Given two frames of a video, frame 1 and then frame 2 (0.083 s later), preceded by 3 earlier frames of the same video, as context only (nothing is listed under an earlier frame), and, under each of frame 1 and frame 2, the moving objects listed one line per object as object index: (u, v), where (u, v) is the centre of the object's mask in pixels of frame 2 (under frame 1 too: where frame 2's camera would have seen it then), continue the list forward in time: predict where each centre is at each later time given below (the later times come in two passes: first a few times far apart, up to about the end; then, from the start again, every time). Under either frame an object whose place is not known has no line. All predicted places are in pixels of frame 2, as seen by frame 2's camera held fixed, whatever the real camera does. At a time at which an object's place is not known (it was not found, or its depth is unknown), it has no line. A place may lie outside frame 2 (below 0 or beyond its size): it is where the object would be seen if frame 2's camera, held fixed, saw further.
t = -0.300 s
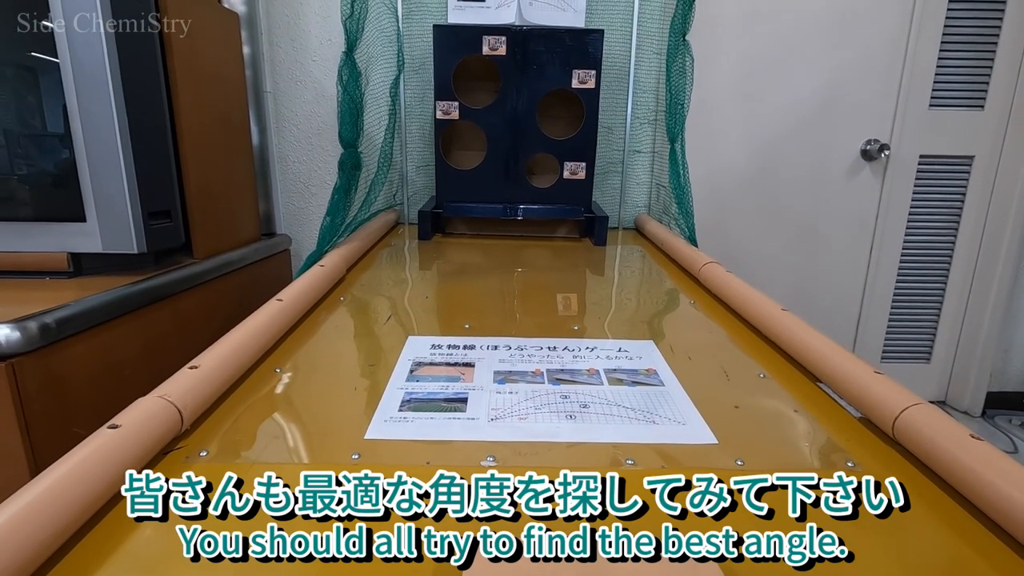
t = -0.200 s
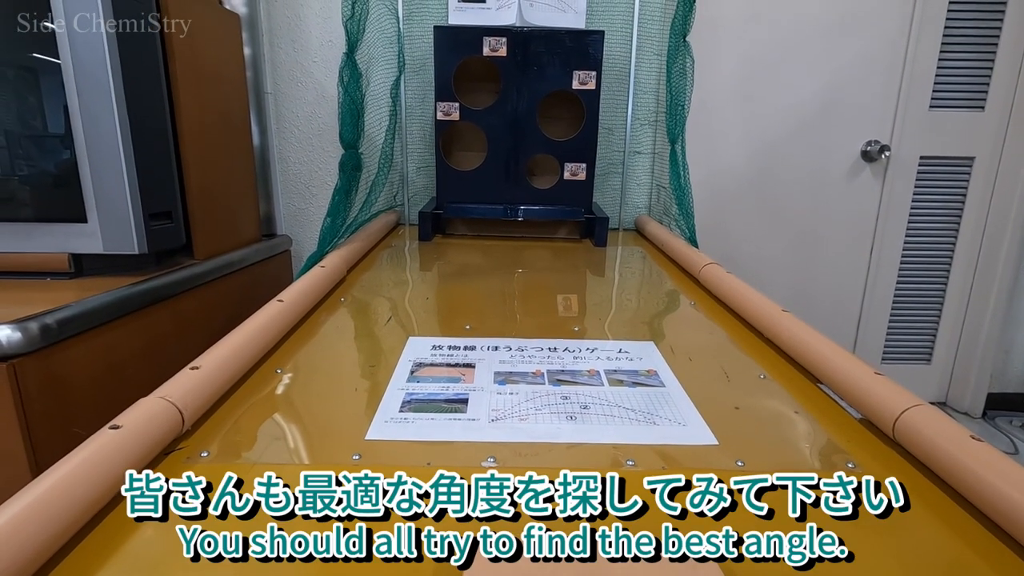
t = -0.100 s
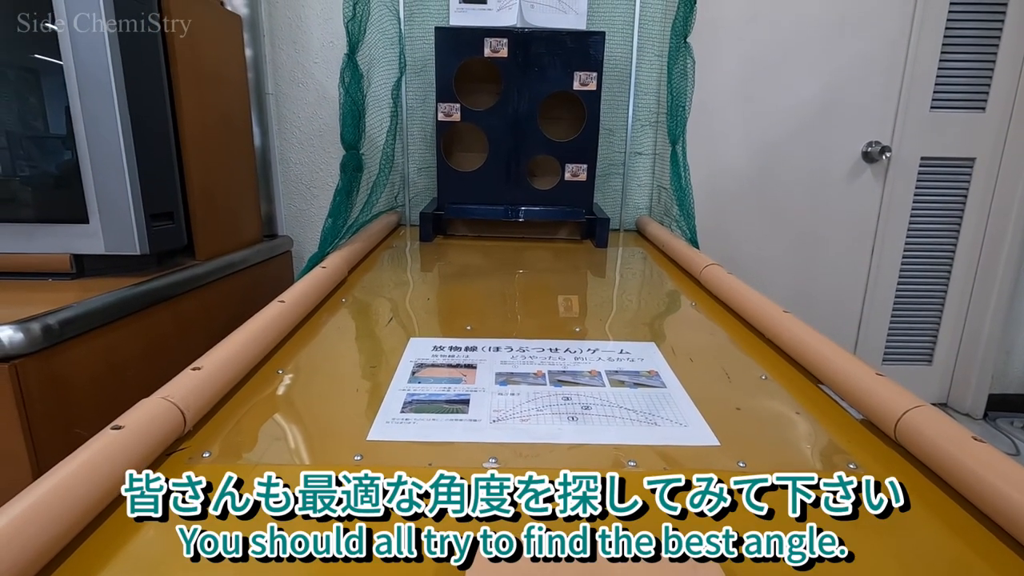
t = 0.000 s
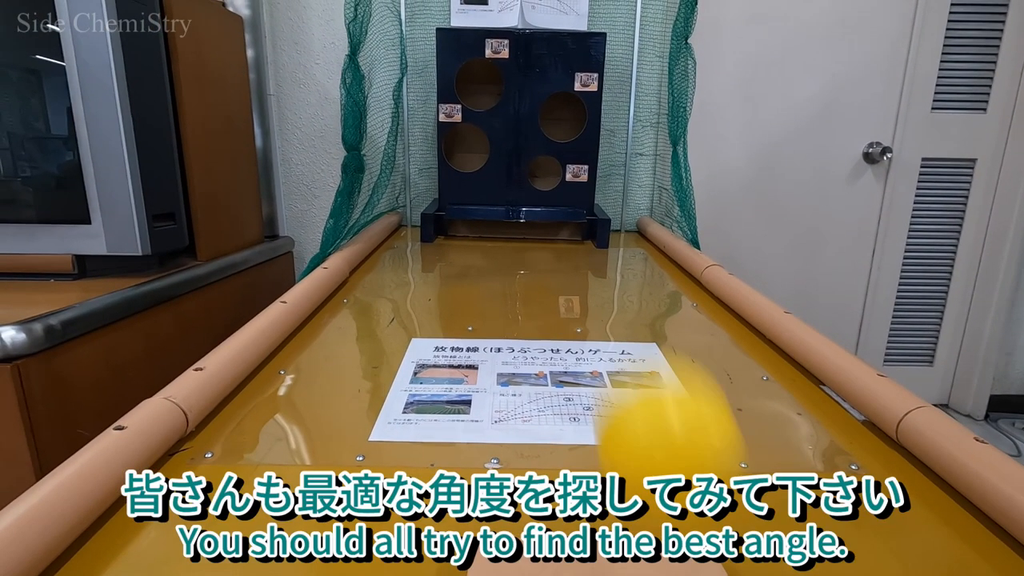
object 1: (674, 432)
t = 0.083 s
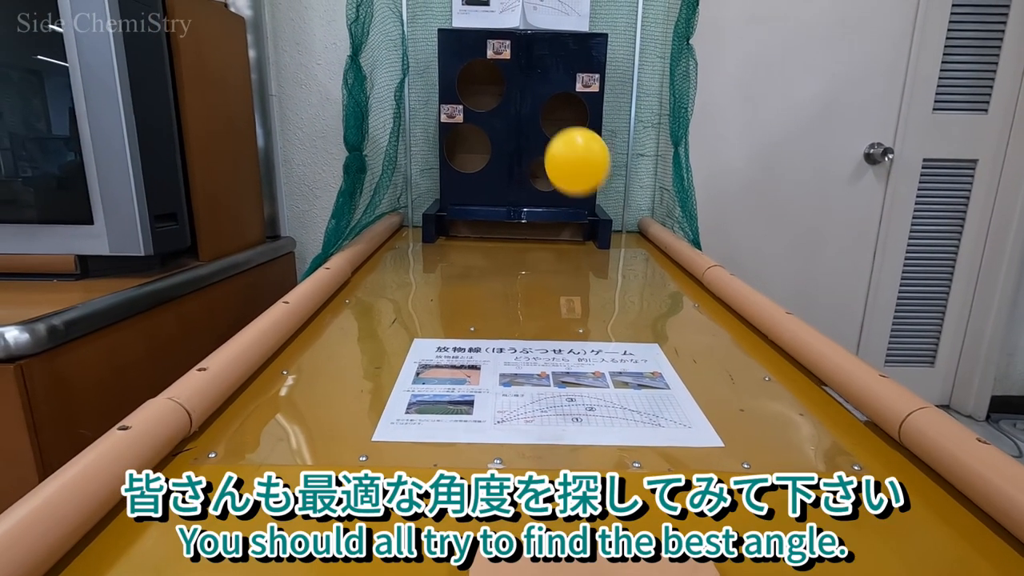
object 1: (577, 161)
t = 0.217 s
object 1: (538, 142)
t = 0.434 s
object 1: (521, 231)
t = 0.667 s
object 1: (528, 237)
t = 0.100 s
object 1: (569, 147)
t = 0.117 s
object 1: (562, 139)
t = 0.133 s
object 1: (557, 134)
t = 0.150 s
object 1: (552, 132)
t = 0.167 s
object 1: (548, 132)
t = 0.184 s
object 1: (544, 134)
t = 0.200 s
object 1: (541, 137)
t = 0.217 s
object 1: (538, 142)
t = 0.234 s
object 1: (535, 148)
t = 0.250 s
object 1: (533, 154)
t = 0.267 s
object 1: (531, 161)
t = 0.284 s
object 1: (529, 169)
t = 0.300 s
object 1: (527, 177)
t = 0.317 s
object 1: (526, 186)
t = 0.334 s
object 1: (524, 195)
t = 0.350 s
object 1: (522, 204)
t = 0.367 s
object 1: (521, 214)
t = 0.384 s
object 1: (520, 224)
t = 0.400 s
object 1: (519, 235)
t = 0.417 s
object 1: (520, 230)
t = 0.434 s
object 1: (521, 231)
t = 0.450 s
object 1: (522, 233)
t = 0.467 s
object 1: (523, 236)
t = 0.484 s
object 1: (523, 235)
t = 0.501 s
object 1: (524, 233)
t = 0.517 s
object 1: (524, 233)
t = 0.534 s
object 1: (524, 233)
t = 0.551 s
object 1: (525, 234)
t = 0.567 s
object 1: (525, 236)
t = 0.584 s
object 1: (526, 236)
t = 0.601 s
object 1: (526, 235)
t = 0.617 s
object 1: (527, 235)
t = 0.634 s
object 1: (527, 236)
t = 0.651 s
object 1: (528, 237)
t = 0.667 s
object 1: (528, 237)
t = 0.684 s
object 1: (529, 237)
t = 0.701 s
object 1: (529, 238)
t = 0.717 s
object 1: (530, 238)
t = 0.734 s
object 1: (531, 238)
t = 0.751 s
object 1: (531, 238)
